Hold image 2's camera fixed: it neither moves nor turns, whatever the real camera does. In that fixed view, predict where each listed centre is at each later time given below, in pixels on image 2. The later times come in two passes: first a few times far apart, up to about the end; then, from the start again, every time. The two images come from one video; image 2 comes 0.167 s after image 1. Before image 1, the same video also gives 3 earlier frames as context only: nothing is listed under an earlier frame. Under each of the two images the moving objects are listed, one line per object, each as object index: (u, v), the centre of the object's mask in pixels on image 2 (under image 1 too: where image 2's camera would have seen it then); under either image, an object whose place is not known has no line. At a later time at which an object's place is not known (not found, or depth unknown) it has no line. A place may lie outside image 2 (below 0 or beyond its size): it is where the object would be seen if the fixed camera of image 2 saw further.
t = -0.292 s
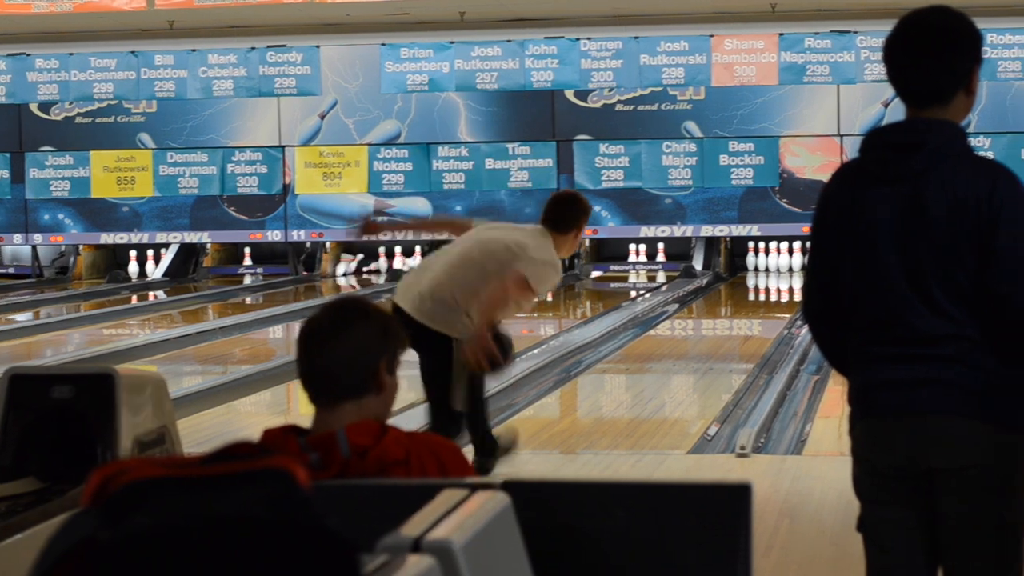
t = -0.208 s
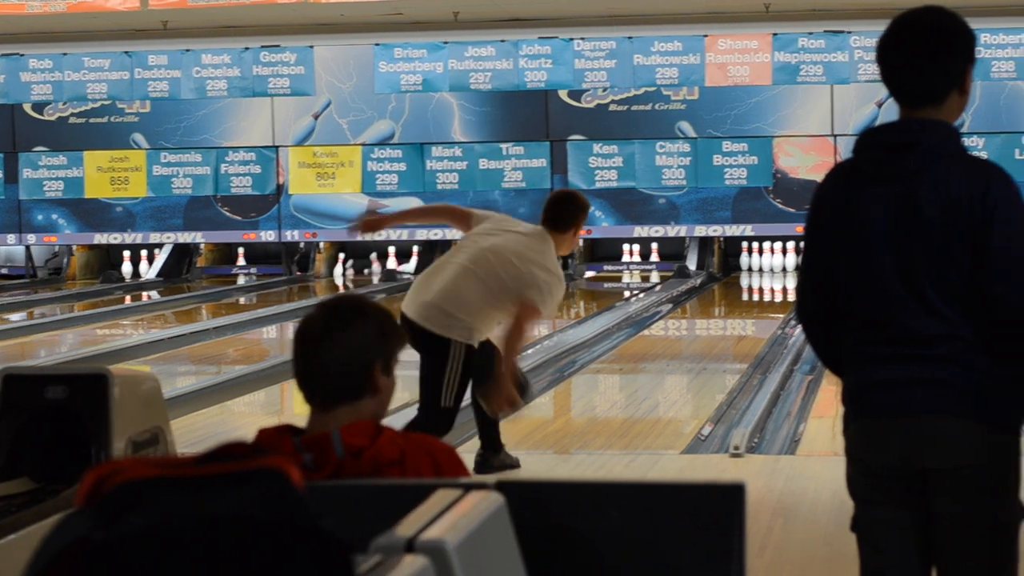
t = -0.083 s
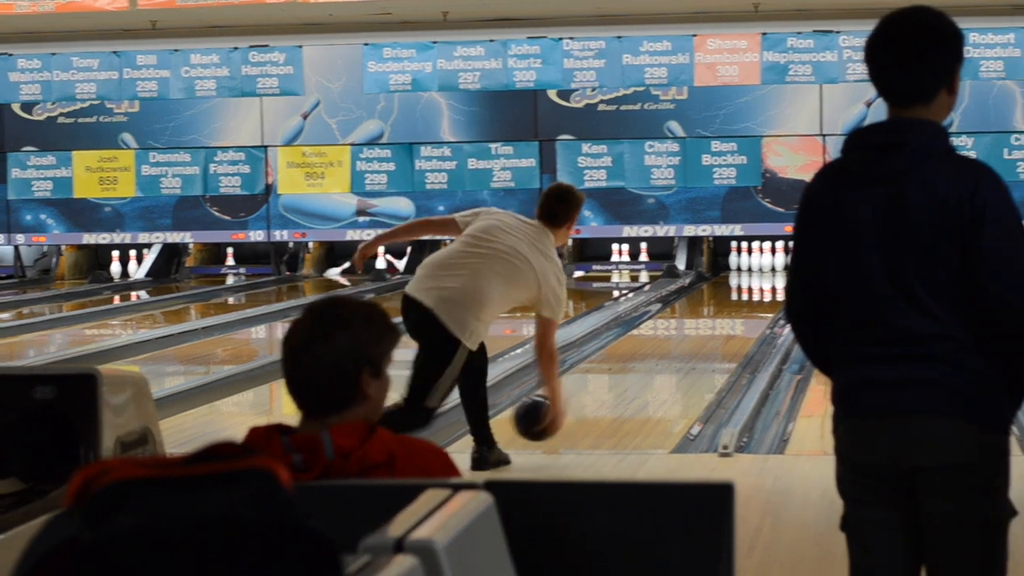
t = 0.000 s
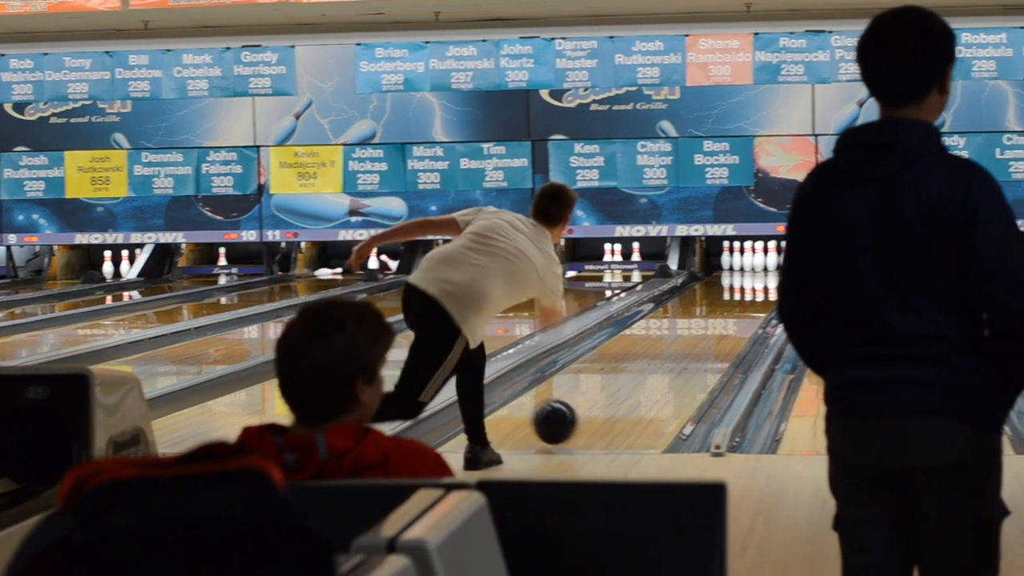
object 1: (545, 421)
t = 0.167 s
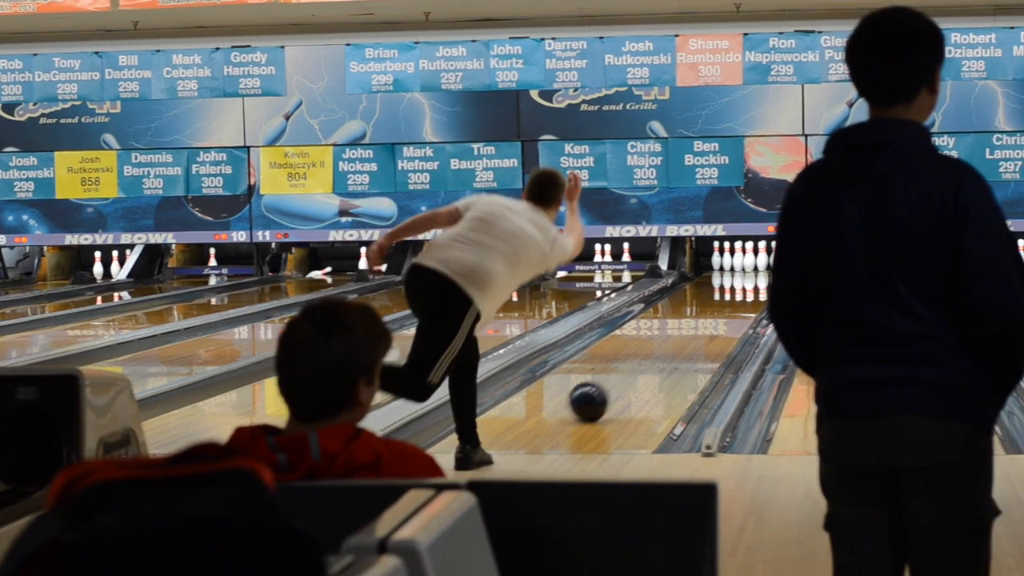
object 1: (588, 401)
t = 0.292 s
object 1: (614, 385)
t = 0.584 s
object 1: (663, 355)
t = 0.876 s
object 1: (697, 332)
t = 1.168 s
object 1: (723, 315)
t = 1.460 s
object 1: (741, 300)
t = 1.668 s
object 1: (746, 292)
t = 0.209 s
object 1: (598, 396)
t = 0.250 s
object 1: (606, 390)
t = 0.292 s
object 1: (614, 385)
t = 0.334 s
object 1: (622, 380)
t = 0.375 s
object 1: (630, 375)
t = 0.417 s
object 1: (637, 371)
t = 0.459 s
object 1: (644, 366)
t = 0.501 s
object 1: (650, 362)
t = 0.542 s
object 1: (657, 359)
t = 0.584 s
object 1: (663, 355)
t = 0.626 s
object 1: (668, 351)
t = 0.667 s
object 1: (674, 348)
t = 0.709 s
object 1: (679, 344)
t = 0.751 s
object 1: (684, 341)
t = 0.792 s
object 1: (688, 338)
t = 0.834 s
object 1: (693, 335)
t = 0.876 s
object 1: (697, 332)
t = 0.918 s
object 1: (702, 330)
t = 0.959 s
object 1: (706, 327)
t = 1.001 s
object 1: (710, 324)
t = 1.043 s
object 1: (713, 321)
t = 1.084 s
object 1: (717, 319)
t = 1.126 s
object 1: (720, 317)
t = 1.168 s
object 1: (723, 315)
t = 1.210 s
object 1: (726, 313)
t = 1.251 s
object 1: (729, 311)
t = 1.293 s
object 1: (732, 308)
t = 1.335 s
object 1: (735, 306)
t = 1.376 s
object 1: (737, 304)
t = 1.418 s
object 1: (739, 302)
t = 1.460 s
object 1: (741, 300)
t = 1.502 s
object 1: (744, 298)
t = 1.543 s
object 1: (745, 297)
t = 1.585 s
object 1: (746, 295)
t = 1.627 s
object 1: (746, 293)
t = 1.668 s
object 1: (746, 292)
